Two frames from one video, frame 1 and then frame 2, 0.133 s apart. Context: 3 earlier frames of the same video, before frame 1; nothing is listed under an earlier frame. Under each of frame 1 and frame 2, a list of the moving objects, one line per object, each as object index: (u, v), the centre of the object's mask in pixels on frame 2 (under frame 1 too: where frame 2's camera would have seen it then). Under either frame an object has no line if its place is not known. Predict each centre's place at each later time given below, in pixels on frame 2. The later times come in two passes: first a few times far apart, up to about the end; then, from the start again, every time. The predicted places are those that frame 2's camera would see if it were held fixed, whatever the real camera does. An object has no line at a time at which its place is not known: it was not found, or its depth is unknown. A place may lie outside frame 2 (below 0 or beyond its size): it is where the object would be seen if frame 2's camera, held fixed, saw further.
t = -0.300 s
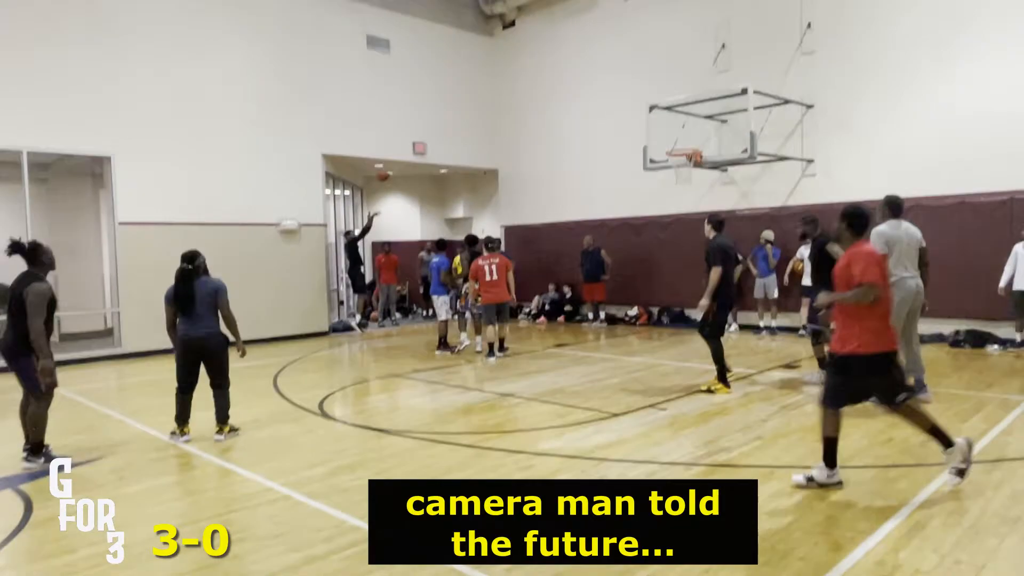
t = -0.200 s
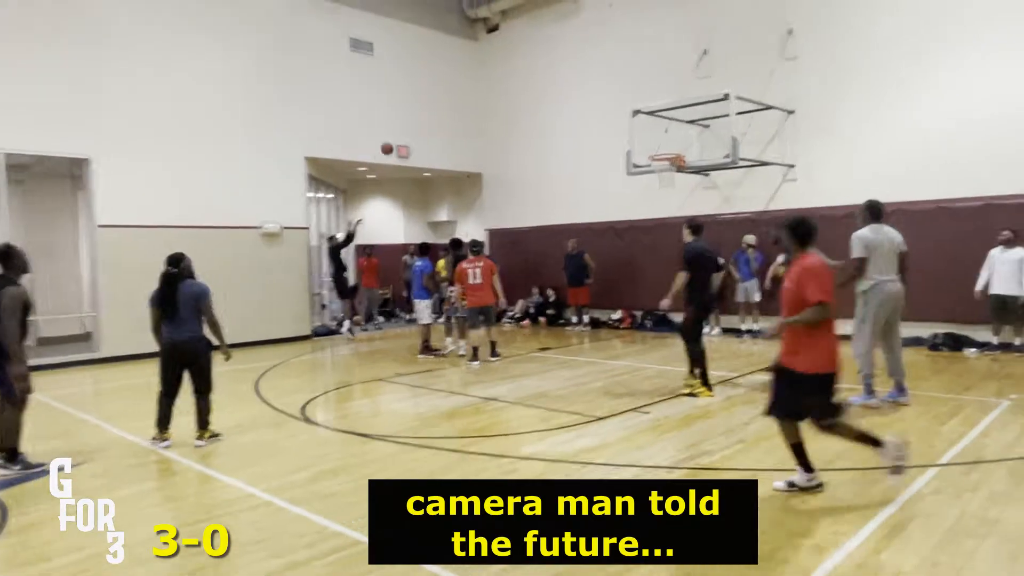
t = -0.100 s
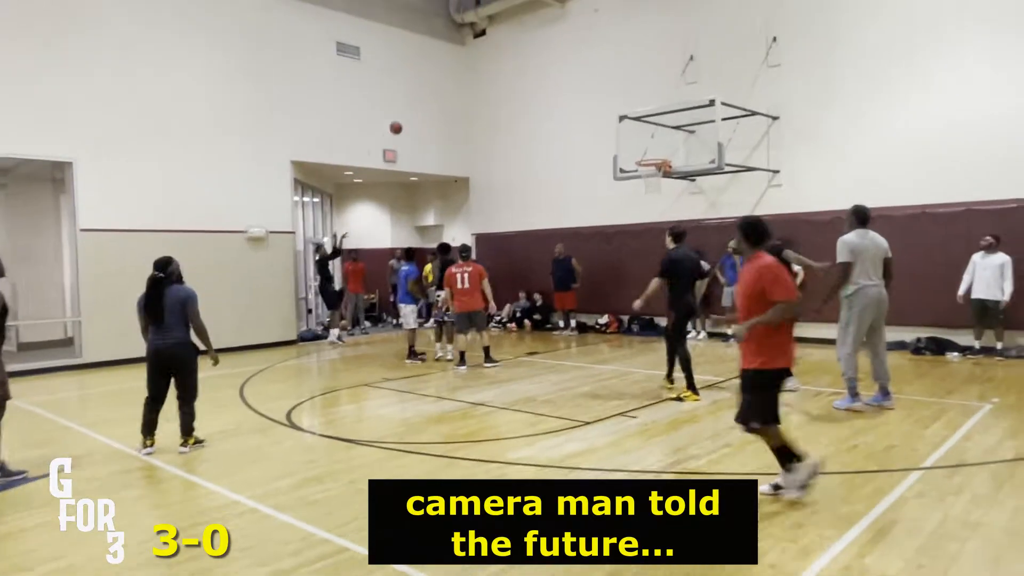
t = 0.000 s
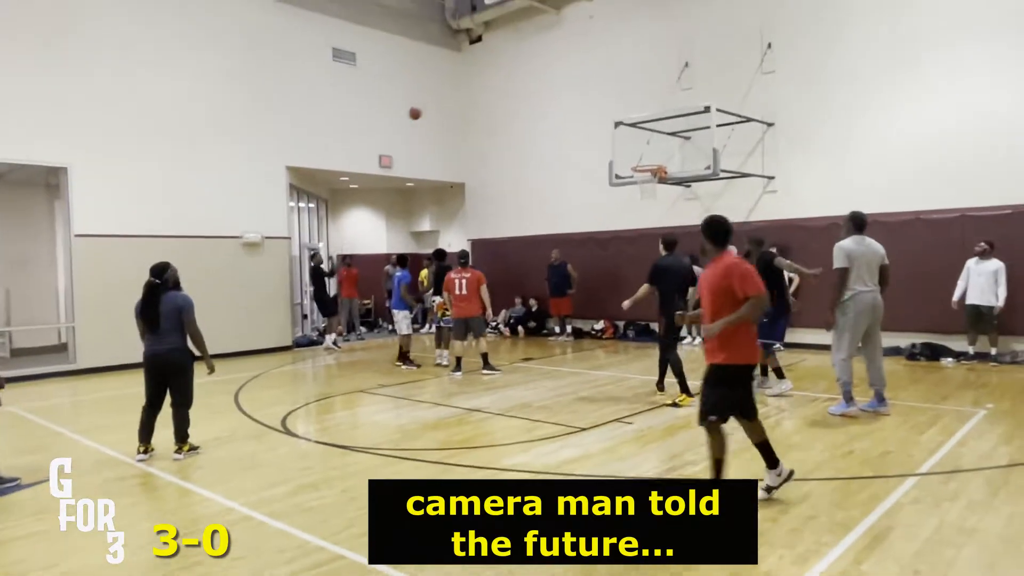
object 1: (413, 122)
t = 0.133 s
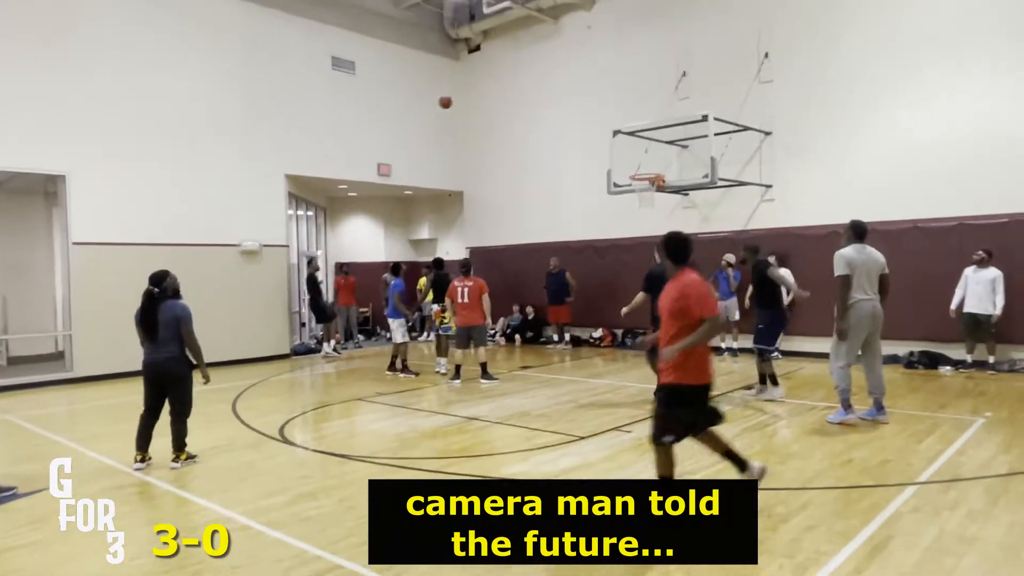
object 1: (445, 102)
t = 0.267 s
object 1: (478, 91)
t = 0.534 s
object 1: (550, 99)
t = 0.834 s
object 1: (637, 161)
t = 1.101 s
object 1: (613, 167)
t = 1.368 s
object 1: (560, 193)
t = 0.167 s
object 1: (453, 98)
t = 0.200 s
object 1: (461, 96)
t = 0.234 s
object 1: (470, 93)
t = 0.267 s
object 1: (478, 91)
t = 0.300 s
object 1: (487, 90)
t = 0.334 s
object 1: (496, 90)
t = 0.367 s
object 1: (504, 90)
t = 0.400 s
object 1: (514, 90)
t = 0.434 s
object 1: (522, 92)
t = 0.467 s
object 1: (531, 94)
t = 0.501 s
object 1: (541, 96)
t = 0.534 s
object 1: (550, 99)
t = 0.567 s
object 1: (559, 104)
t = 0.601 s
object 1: (569, 108)
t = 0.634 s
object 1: (578, 114)
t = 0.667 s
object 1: (588, 120)
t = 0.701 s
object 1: (598, 127)
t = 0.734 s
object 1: (608, 134)
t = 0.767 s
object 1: (617, 143)
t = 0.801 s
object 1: (627, 151)
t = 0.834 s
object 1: (637, 161)
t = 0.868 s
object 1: (647, 171)
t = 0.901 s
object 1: (650, 173)
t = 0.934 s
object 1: (649, 173)
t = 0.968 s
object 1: (641, 170)
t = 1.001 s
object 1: (635, 168)
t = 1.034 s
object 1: (627, 167)
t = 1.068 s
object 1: (620, 167)
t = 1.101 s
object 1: (613, 167)
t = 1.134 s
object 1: (607, 167)
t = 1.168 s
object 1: (599, 169)
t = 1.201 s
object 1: (593, 171)
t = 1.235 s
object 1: (586, 175)
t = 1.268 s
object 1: (580, 178)
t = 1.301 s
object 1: (573, 182)
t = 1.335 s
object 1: (567, 188)
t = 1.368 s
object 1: (560, 193)
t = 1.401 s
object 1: (554, 199)
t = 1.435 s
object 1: (547, 206)
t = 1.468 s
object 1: (541, 213)
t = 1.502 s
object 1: (535, 221)
